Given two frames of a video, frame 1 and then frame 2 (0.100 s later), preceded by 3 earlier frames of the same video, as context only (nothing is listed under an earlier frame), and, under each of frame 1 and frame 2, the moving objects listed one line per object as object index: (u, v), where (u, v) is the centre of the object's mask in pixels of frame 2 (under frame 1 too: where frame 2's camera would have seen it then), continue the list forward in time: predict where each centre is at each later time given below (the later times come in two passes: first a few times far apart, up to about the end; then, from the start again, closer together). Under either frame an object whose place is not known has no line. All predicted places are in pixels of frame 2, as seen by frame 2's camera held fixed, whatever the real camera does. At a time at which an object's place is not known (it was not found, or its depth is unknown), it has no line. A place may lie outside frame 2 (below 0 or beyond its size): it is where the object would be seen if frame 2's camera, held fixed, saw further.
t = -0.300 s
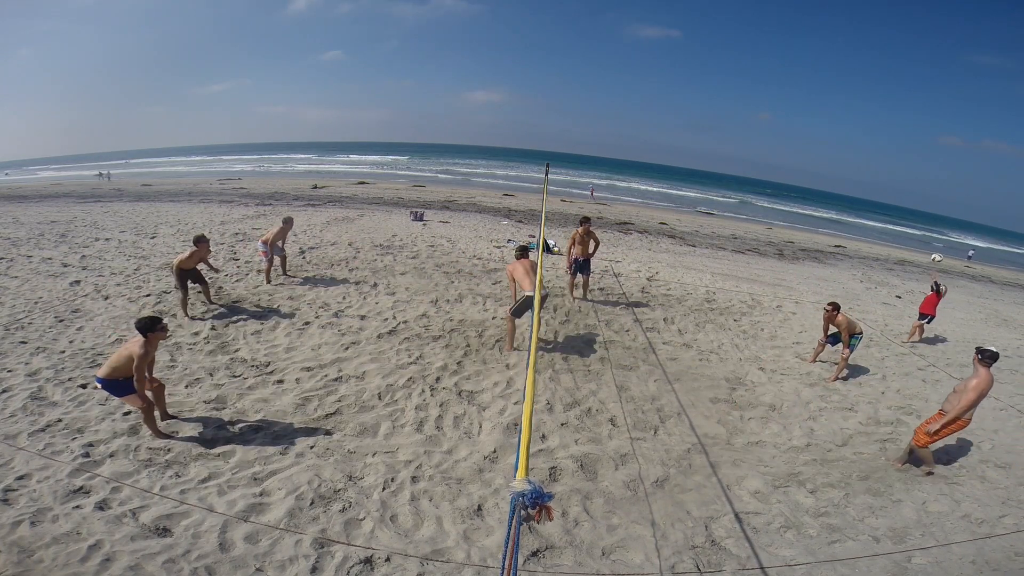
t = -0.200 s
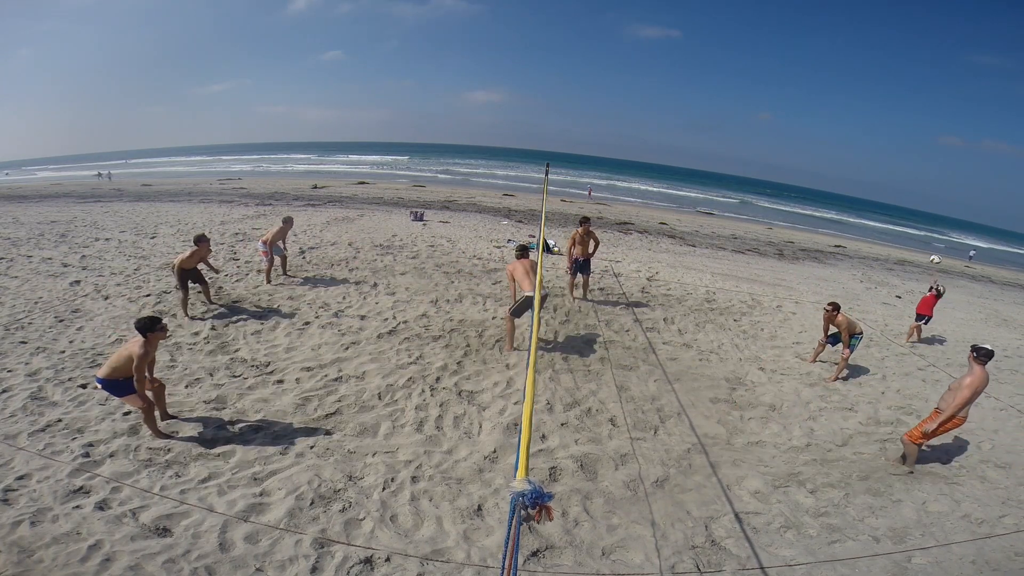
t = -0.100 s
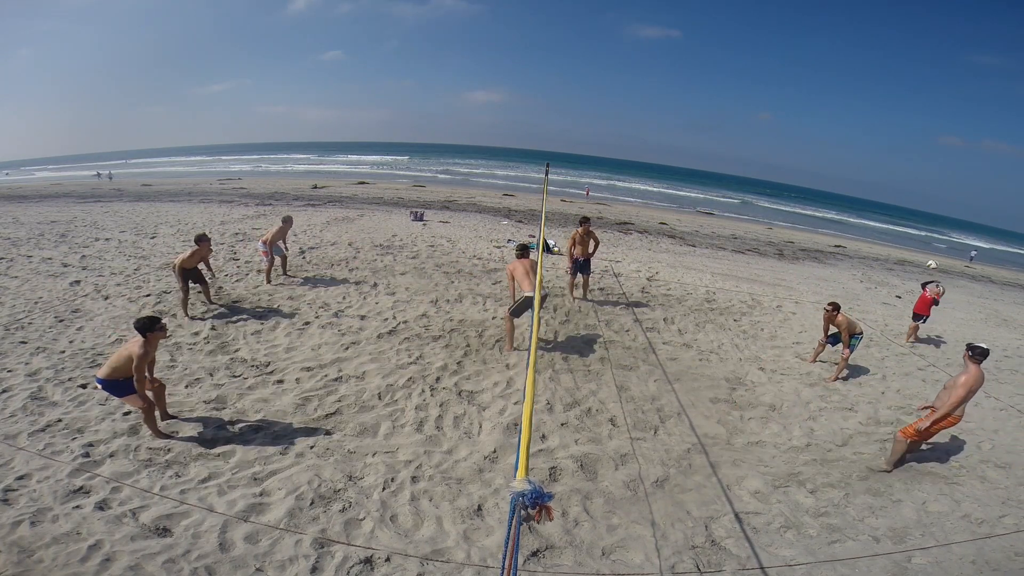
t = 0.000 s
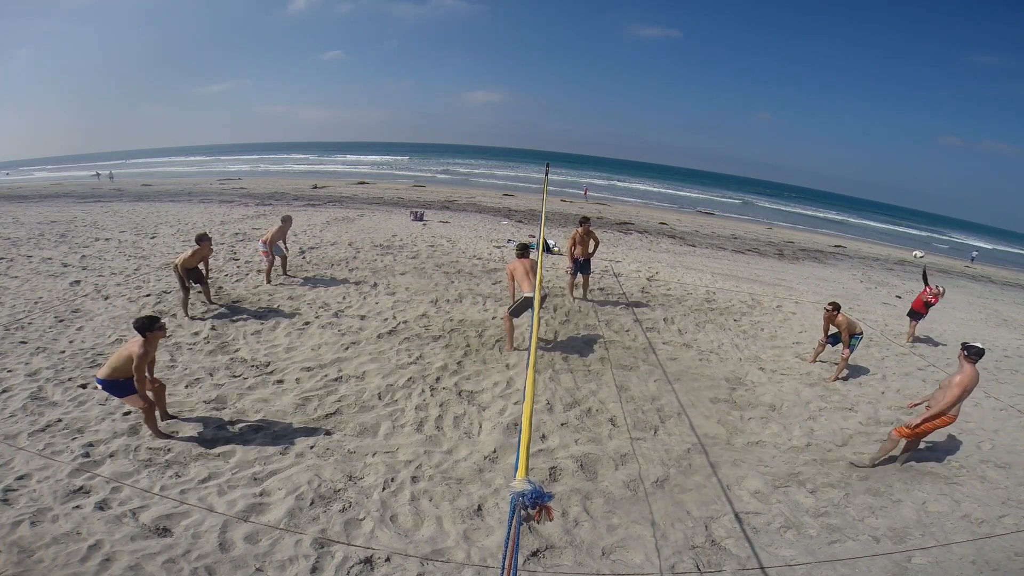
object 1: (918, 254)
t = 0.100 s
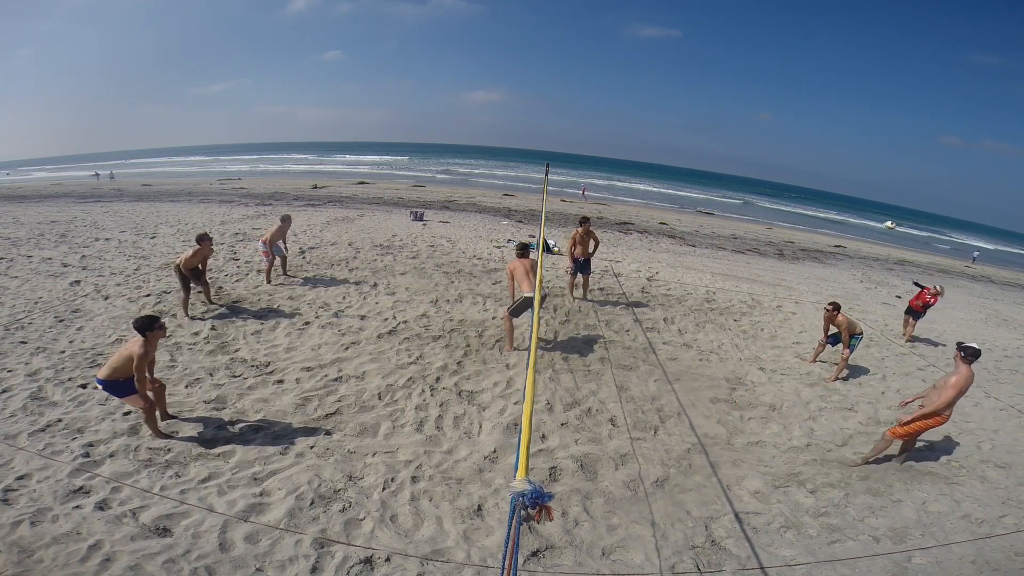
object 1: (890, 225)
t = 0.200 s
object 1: (852, 198)
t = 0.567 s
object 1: (655, 120)
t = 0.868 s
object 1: (448, 115)
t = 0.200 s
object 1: (852, 198)
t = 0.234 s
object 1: (839, 189)
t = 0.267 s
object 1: (824, 180)
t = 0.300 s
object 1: (808, 172)
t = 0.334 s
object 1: (792, 163)
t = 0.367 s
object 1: (774, 156)
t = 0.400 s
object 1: (756, 148)
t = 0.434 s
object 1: (738, 141)
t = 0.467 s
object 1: (718, 135)
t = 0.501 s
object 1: (697, 129)
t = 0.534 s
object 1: (677, 124)
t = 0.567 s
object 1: (655, 120)
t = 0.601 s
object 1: (633, 116)
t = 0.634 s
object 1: (610, 113)
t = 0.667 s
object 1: (588, 110)
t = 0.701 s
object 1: (565, 109)
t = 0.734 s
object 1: (541, 108)
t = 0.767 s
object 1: (518, 108)
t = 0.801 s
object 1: (495, 110)
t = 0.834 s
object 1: (472, 112)
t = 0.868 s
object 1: (448, 115)
